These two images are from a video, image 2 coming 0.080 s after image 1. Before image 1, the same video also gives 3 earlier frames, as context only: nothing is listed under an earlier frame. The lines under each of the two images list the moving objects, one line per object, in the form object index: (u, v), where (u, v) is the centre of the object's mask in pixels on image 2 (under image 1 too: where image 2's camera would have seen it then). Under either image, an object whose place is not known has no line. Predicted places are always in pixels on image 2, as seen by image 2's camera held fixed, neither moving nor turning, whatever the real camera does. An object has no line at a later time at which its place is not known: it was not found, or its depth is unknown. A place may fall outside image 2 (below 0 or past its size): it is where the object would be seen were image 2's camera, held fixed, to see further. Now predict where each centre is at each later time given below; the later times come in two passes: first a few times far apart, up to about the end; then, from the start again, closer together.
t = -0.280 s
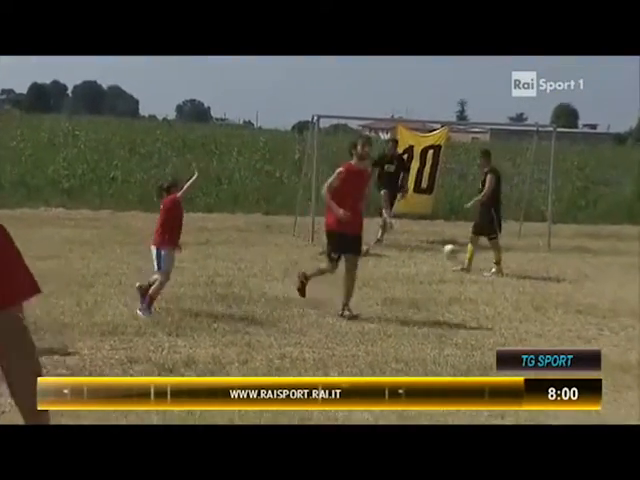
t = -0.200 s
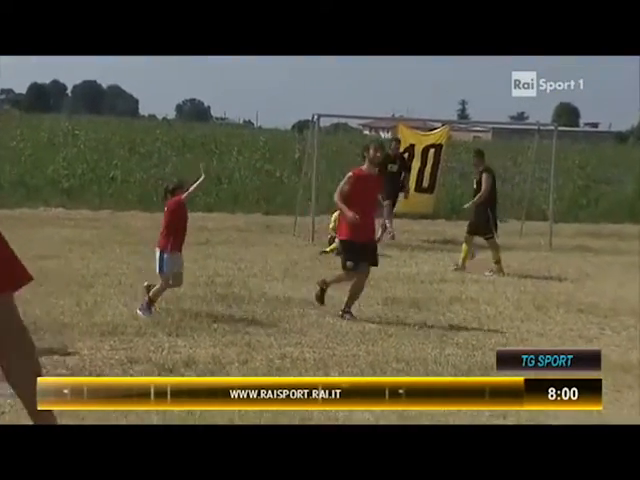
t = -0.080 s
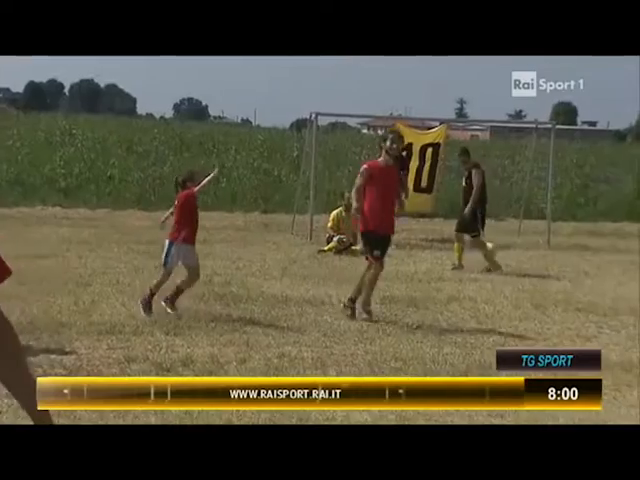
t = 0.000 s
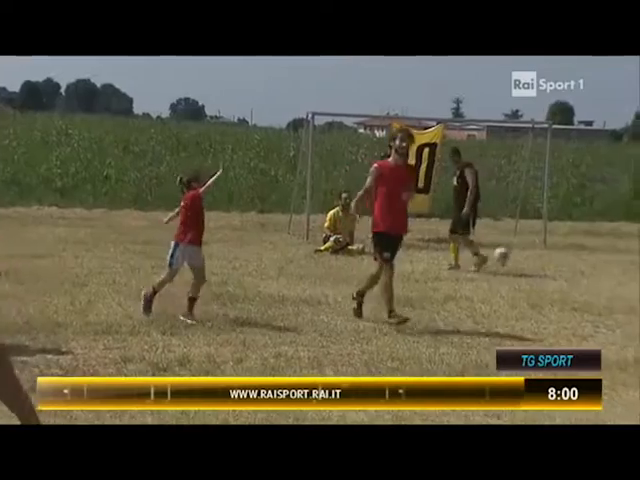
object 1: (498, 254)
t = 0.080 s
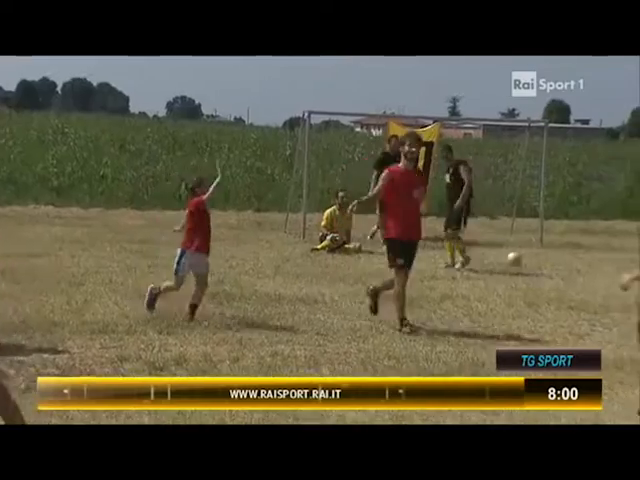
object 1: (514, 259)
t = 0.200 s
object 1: (538, 262)
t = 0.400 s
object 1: (583, 267)
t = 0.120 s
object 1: (522, 259)
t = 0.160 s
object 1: (531, 261)
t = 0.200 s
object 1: (538, 262)
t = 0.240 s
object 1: (546, 262)
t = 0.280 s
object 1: (555, 263)
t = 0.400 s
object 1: (583, 267)
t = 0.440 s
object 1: (589, 267)
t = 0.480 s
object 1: (597, 268)
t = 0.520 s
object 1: (605, 270)
